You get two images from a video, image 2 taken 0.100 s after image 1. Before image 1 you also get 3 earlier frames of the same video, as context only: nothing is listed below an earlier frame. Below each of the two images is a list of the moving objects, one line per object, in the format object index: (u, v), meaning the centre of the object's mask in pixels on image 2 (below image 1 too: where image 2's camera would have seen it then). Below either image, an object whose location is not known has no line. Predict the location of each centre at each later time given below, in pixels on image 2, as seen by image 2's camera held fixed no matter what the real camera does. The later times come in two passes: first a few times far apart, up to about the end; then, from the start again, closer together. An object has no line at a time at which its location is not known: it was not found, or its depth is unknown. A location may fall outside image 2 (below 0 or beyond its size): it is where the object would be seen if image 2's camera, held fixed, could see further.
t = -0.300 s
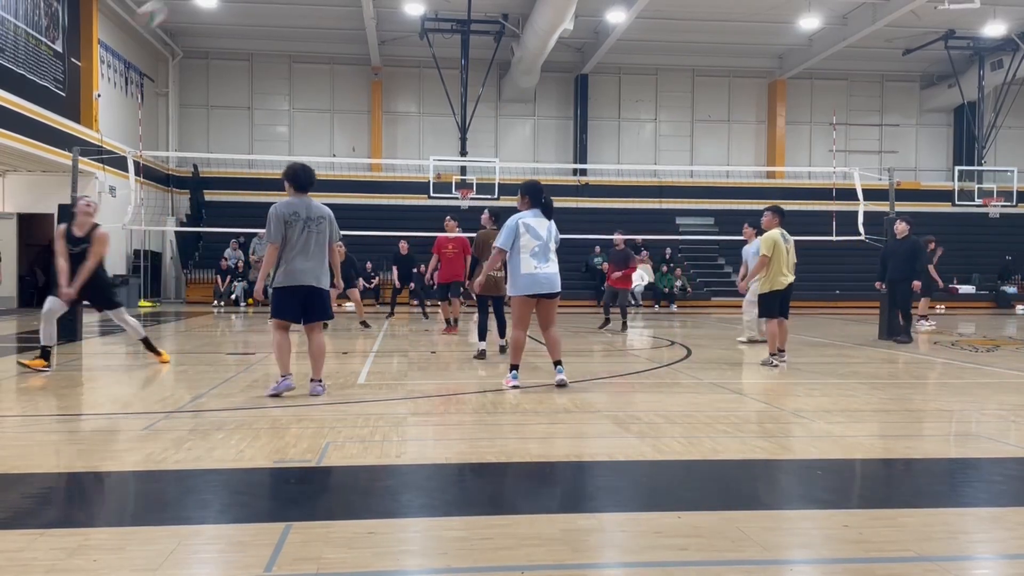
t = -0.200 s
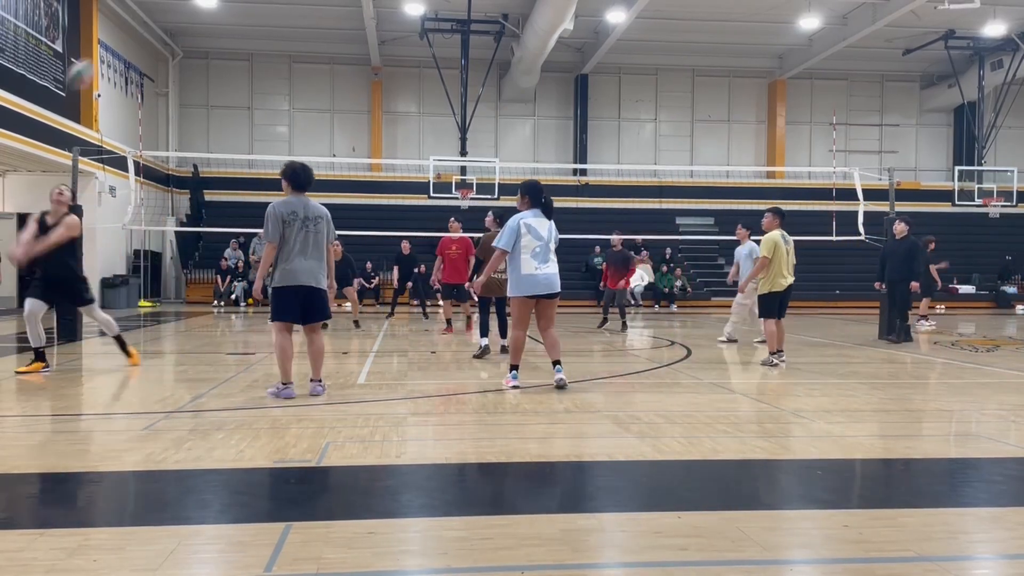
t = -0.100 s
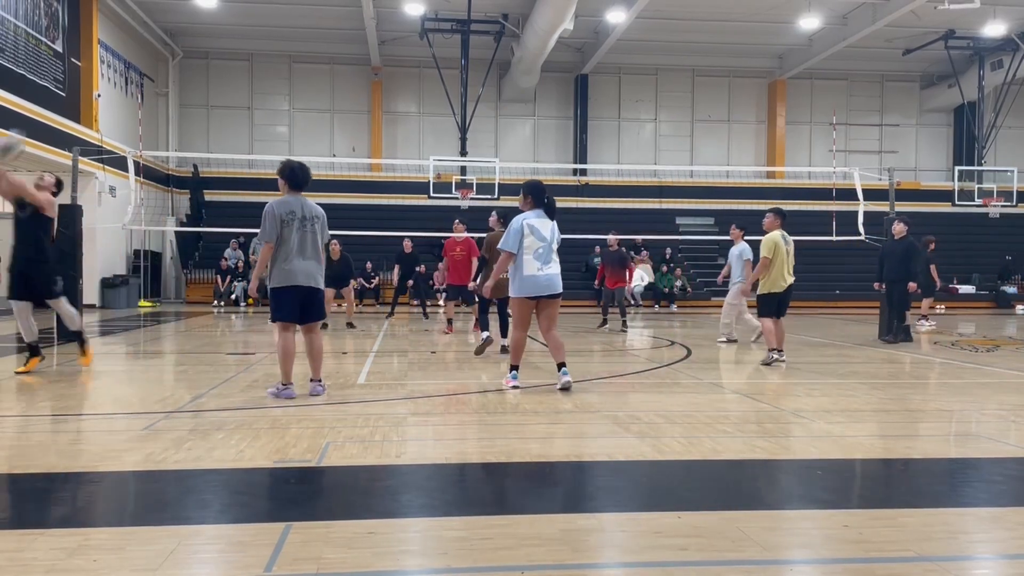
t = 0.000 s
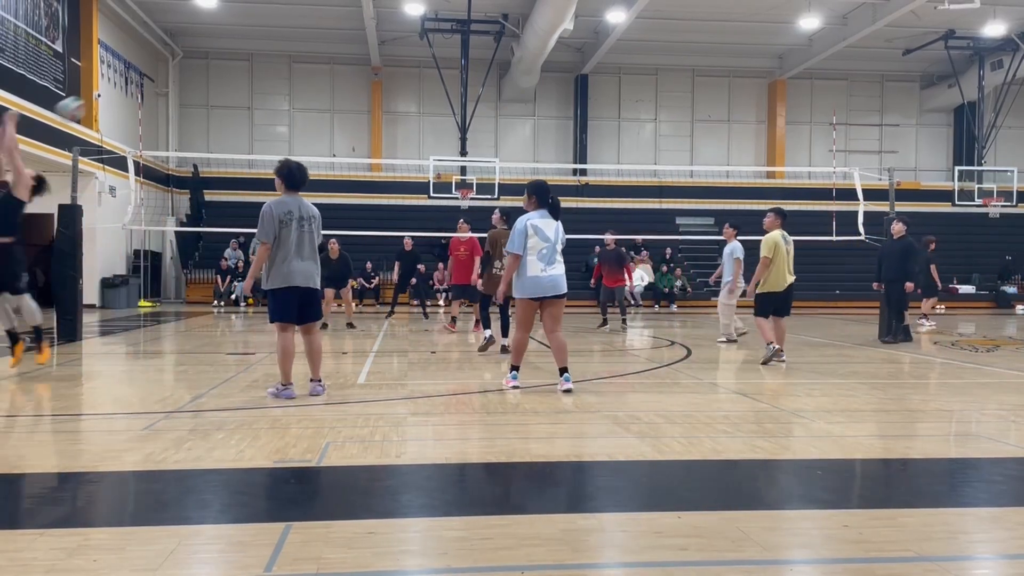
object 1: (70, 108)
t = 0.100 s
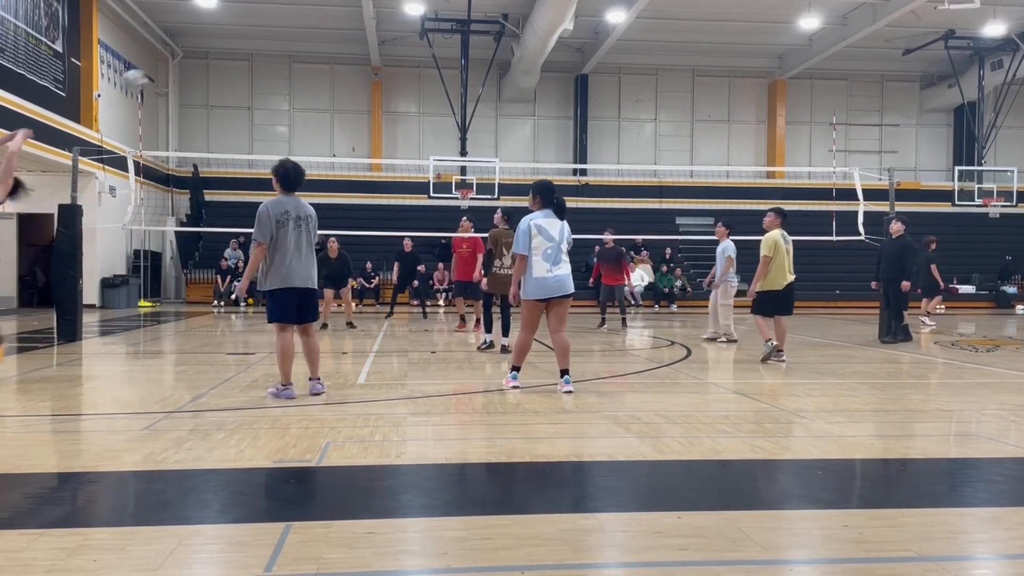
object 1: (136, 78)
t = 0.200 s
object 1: (186, 68)
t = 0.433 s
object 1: (279, 77)
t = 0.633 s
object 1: (336, 118)
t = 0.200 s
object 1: (186, 68)
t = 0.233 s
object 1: (203, 66)
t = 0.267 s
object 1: (217, 65)
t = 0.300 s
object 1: (230, 66)
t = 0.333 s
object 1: (244, 67)
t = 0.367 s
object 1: (256, 71)
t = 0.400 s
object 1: (268, 74)
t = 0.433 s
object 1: (279, 77)
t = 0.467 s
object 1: (290, 83)
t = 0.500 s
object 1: (300, 89)
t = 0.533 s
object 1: (309, 95)
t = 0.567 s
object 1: (318, 102)
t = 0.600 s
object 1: (328, 110)
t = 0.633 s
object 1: (336, 118)
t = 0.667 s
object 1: (344, 127)
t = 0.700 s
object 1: (351, 135)
